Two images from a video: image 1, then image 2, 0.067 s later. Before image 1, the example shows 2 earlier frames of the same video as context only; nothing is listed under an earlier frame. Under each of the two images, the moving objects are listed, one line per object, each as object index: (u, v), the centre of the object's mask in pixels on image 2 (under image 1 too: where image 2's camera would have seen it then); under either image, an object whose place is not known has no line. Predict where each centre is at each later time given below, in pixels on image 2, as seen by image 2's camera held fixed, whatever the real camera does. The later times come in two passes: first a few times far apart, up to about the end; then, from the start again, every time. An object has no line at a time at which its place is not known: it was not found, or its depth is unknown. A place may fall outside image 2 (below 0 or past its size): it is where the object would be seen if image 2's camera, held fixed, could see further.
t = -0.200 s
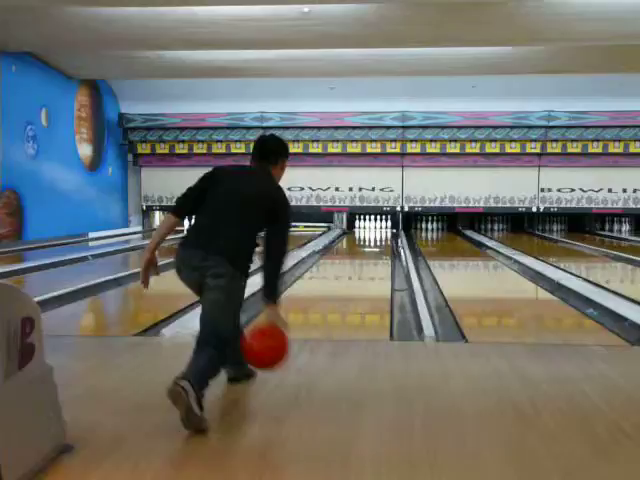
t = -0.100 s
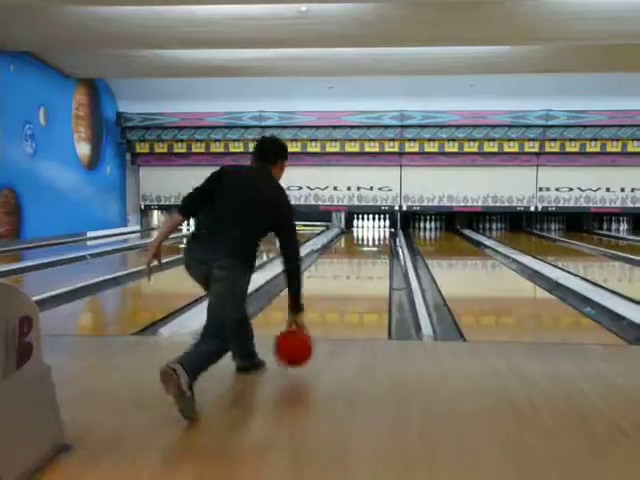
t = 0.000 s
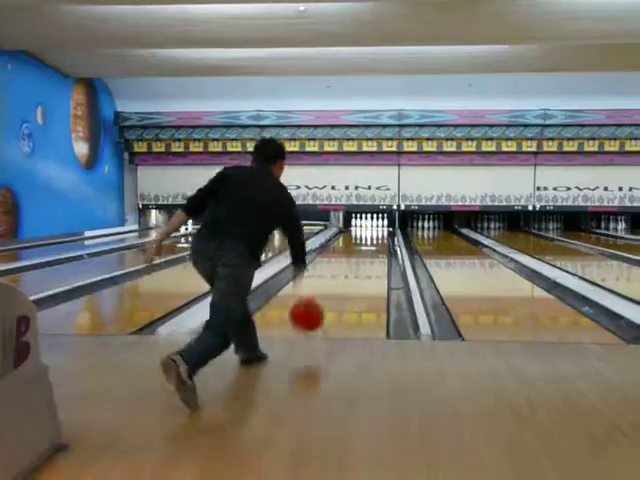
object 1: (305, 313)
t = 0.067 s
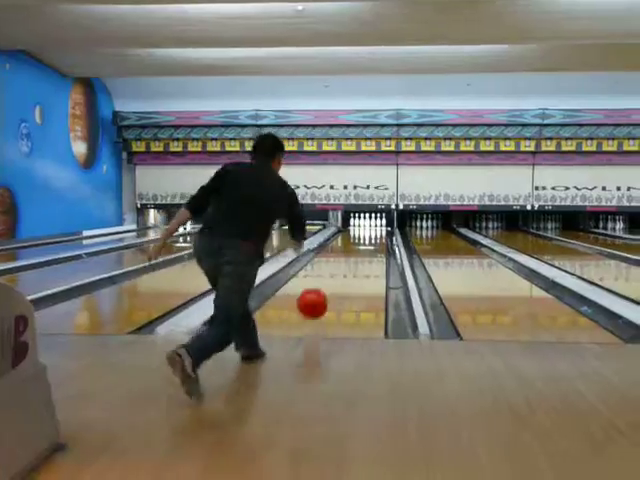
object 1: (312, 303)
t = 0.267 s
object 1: (328, 291)
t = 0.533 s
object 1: (339, 271)
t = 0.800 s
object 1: (345, 257)
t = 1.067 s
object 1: (348, 249)
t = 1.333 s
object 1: (350, 242)
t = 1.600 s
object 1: (352, 238)
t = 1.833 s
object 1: (353, 233)
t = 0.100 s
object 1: (315, 300)
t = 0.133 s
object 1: (318, 300)
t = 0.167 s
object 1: (321, 300)
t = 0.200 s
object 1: (323, 299)
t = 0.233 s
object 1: (325, 295)
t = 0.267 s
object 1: (328, 291)
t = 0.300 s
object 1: (329, 289)
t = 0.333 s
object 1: (331, 286)
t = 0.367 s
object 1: (333, 283)
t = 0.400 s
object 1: (334, 280)
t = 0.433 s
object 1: (335, 277)
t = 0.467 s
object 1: (336, 275)
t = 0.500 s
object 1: (338, 273)
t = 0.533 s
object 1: (339, 271)
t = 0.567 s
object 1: (340, 269)
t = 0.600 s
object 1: (341, 267)
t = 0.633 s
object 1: (341, 265)
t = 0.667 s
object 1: (342, 264)
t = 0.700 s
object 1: (343, 262)
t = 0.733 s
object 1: (343, 260)
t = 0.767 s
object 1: (344, 259)
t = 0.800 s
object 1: (345, 257)
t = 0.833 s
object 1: (345, 256)
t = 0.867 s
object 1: (345, 254)
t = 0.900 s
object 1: (345, 254)
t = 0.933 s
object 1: (346, 253)
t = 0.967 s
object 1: (346, 253)
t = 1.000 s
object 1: (346, 251)
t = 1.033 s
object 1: (348, 249)
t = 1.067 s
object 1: (348, 249)
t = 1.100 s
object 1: (348, 248)
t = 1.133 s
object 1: (348, 246)
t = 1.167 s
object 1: (349, 246)
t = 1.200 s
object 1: (350, 244)
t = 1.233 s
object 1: (350, 244)
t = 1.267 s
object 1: (350, 244)
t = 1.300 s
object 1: (350, 244)
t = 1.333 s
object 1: (350, 242)
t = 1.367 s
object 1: (351, 241)
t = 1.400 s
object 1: (351, 240)
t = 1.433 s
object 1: (351, 240)
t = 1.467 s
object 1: (351, 240)
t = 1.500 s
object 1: (352, 239)
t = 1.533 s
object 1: (352, 239)
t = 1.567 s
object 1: (353, 238)
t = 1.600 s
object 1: (352, 238)
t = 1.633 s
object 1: (353, 238)
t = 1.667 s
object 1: (353, 234)
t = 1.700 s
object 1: (353, 234)
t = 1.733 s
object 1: (353, 234)
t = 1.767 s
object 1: (352, 234)
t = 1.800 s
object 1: (353, 233)
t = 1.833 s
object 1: (353, 233)
